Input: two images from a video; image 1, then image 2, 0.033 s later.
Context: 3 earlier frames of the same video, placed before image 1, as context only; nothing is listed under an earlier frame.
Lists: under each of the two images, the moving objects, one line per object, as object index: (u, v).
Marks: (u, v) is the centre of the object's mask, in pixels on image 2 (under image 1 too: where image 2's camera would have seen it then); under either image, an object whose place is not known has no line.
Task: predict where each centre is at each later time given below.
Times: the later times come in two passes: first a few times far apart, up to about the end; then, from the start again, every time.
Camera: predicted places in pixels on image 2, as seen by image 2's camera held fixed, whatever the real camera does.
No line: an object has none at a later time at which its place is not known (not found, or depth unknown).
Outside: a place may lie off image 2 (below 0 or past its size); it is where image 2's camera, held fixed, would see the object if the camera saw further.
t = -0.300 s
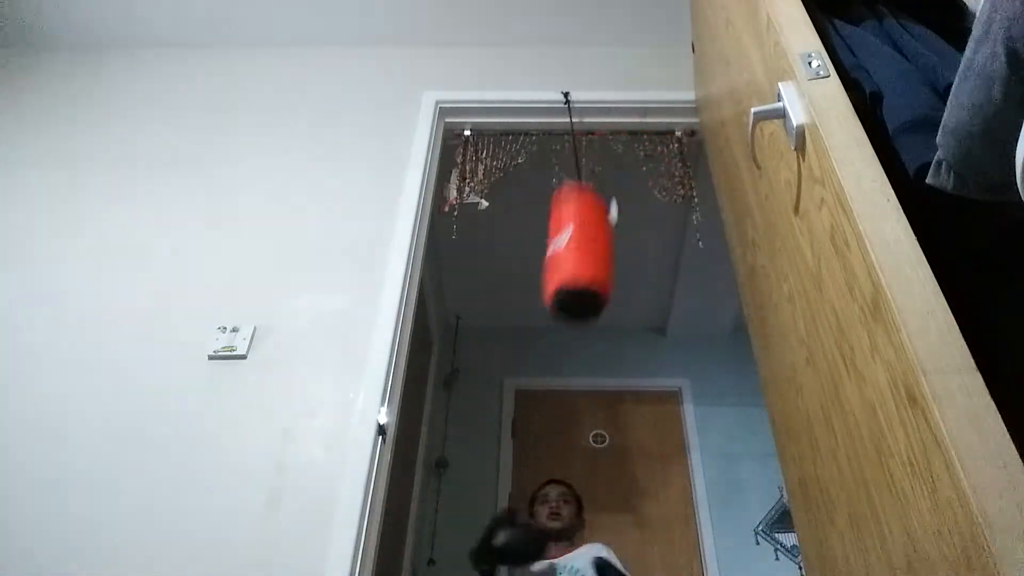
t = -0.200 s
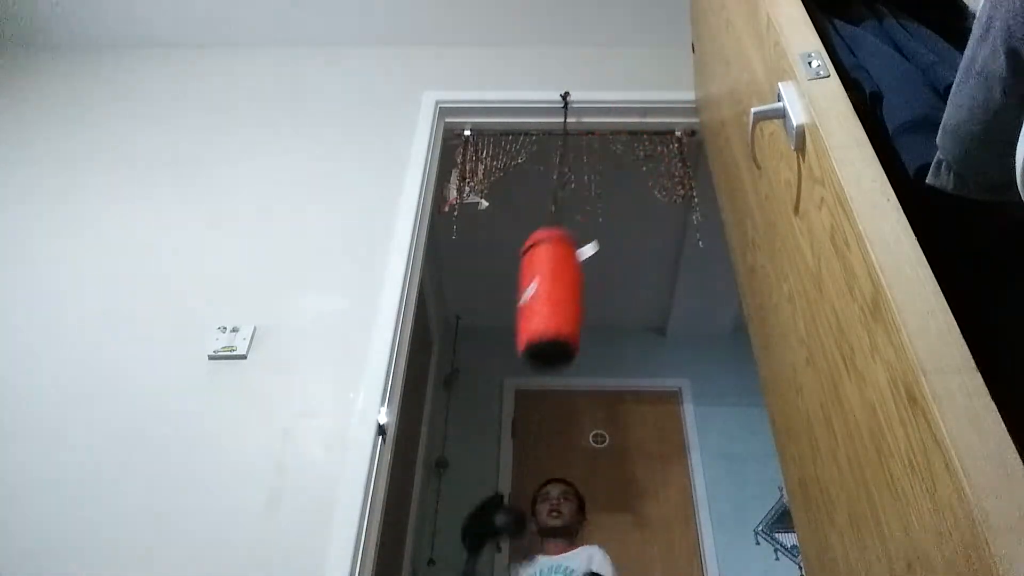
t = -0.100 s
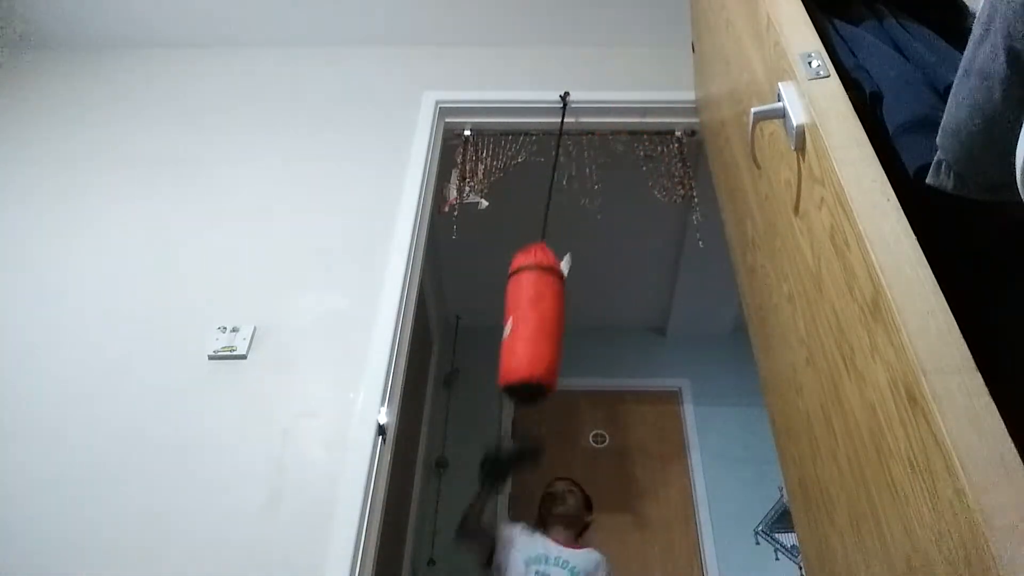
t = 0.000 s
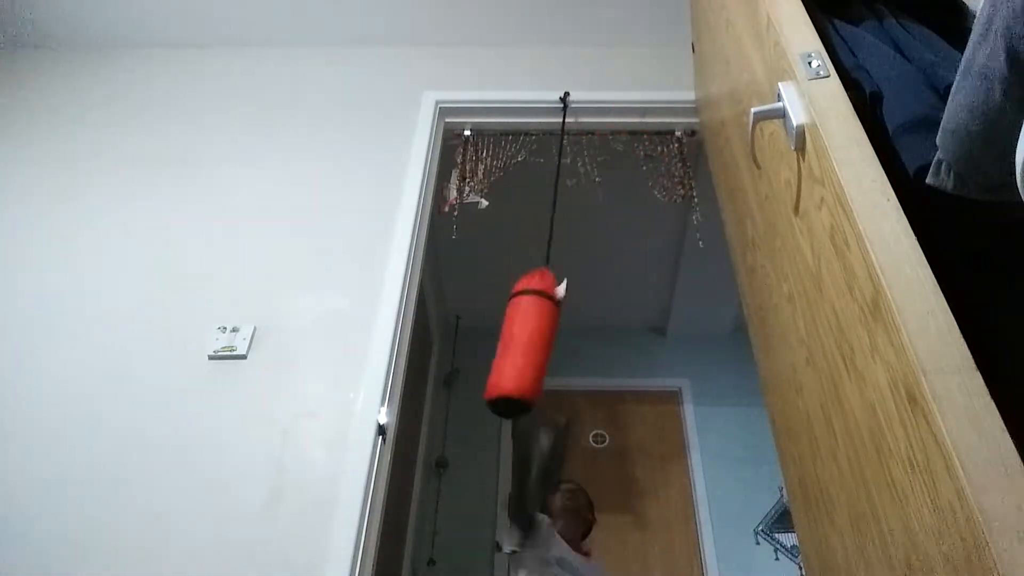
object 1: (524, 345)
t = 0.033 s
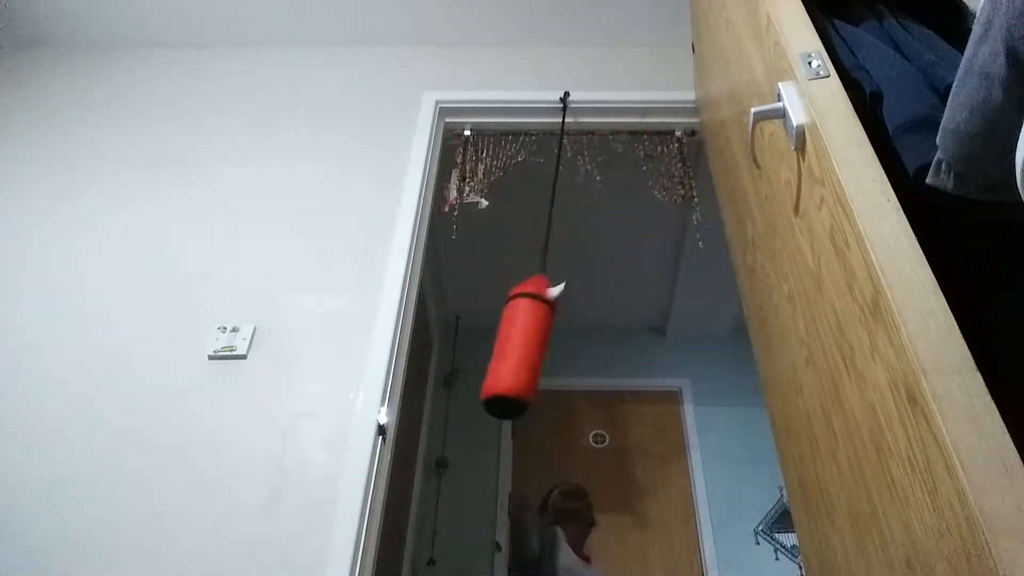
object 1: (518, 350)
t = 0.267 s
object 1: (509, 347)
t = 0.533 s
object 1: (529, 334)
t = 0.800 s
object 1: (582, 285)
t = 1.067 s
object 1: (638, 219)
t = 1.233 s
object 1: (659, 199)
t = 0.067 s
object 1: (513, 351)
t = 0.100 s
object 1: (509, 350)
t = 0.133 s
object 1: (505, 350)
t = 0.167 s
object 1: (503, 349)
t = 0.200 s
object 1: (504, 348)
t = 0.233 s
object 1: (507, 347)
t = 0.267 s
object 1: (509, 347)
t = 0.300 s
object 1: (512, 348)
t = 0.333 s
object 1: (513, 350)
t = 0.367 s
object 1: (513, 350)
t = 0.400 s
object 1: (514, 348)
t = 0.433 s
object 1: (514, 345)
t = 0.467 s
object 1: (517, 341)
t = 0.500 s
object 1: (522, 337)
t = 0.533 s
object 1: (529, 334)
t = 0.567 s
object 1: (537, 329)
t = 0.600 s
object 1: (545, 325)
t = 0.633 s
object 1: (552, 322)
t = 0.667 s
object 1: (558, 318)
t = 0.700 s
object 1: (563, 312)
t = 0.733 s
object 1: (568, 305)
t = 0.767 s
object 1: (573, 295)
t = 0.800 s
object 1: (582, 285)
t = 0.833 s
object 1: (591, 274)
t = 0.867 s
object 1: (601, 266)
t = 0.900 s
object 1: (611, 258)
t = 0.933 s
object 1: (619, 251)
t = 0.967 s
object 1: (626, 244)
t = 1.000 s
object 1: (631, 237)
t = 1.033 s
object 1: (635, 228)
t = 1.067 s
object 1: (638, 219)
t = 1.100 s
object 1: (643, 211)
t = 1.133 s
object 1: (647, 204)
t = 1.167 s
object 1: (652, 200)
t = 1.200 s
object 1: (657, 198)
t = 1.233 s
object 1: (659, 199)
